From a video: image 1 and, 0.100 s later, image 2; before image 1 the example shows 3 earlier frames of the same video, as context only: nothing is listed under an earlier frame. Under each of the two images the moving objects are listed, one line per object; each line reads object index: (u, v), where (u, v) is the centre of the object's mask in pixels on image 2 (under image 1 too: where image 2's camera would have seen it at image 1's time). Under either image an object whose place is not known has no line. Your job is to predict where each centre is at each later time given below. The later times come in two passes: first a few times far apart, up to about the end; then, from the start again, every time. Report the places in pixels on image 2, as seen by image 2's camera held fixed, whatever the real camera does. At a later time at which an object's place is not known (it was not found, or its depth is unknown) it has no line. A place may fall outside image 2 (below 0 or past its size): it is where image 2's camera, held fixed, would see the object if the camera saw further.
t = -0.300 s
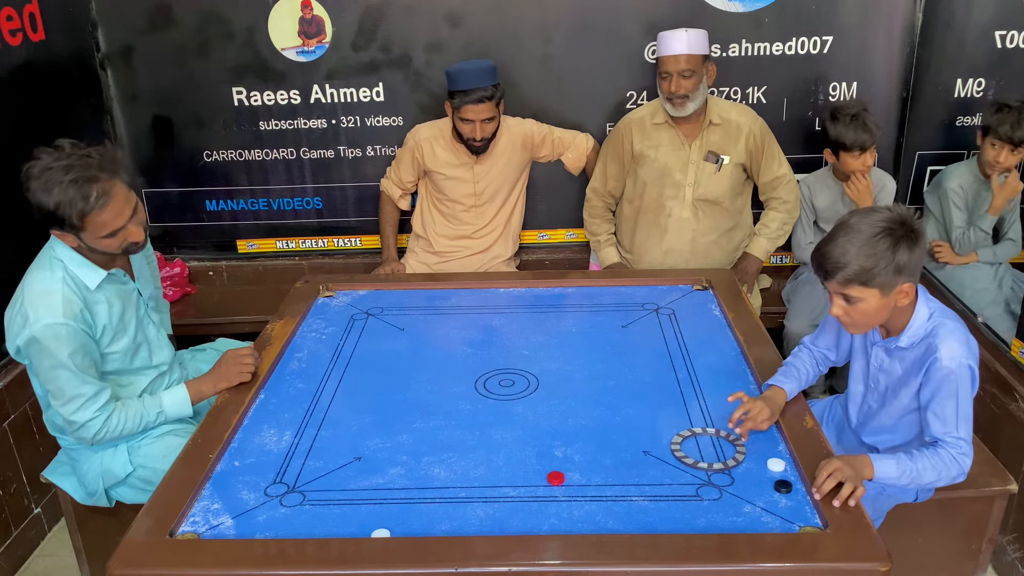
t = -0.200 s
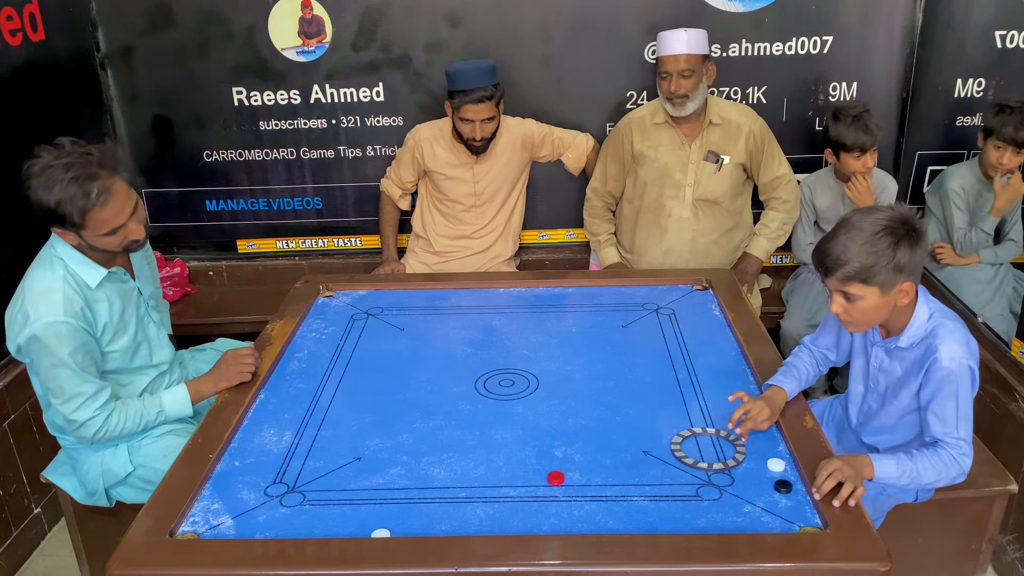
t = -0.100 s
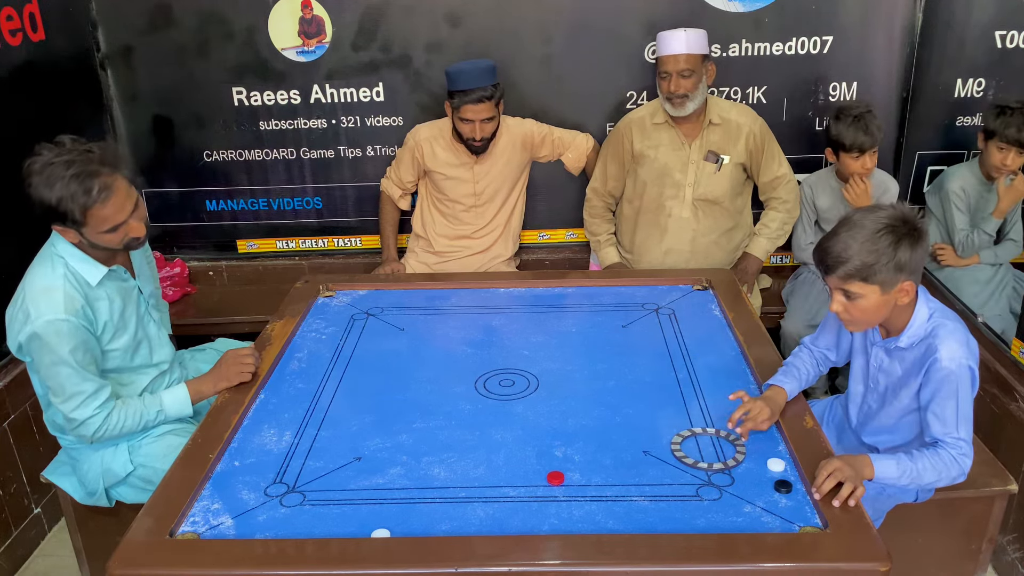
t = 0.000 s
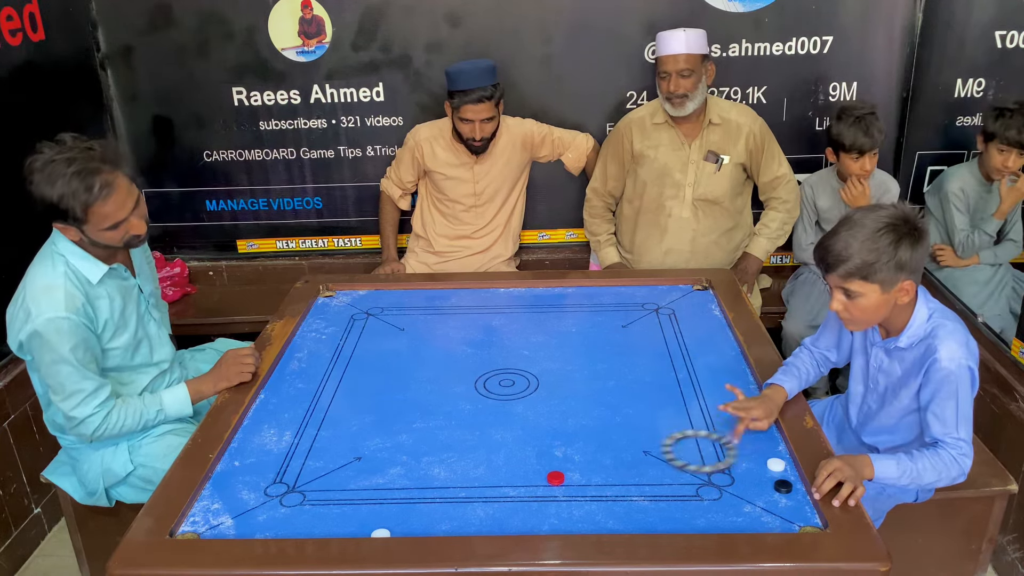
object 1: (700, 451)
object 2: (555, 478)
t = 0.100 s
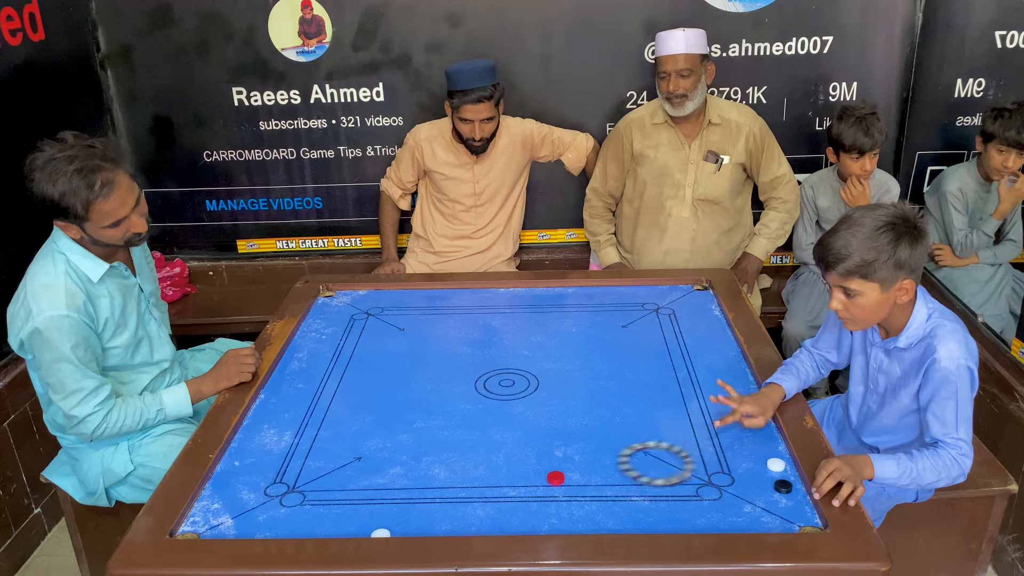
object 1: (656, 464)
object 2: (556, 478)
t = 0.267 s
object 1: (586, 484)
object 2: (535, 477)
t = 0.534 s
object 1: (495, 510)
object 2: (425, 482)
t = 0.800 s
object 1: (425, 507)
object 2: (328, 484)
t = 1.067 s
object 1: (377, 494)
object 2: (238, 484)
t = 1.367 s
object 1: (331, 479)
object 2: (255, 483)
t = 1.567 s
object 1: (310, 470)
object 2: (257, 487)
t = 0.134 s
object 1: (641, 468)
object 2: (556, 478)
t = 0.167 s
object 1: (627, 472)
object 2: (556, 478)
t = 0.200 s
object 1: (612, 476)
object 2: (556, 478)
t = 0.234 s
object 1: (599, 480)
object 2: (550, 477)
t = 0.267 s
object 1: (586, 484)
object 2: (535, 477)
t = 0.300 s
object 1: (573, 488)
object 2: (521, 478)
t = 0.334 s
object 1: (561, 491)
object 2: (506, 479)
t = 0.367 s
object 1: (550, 495)
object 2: (492, 479)
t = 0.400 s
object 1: (539, 498)
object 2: (478, 480)
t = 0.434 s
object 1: (527, 501)
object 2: (465, 480)
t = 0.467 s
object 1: (517, 504)
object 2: (451, 481)
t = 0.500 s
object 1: (505, 508)
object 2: (438, 482)
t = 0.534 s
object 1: (495, 510)
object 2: (425, 482)
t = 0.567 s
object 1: (484, 513)
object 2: (413, 483)
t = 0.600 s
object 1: (473, 500)
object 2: (400, 483)
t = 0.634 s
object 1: (467, 501)
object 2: (388, 483)
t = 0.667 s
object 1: (456, 514)
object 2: (376, 483)
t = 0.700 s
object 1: (448, 513)
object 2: (364, 483)
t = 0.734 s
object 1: (440, 511)
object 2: (352, 484)
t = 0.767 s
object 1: (432, 509)
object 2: (339, 484)
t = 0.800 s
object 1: (425, 507)
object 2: (328, 484)
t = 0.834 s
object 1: (419, 505)
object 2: (316, 484)
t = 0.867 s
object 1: (412, 504)
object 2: (304, 484)
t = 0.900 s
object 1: (406, 502)
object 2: (294, 484)
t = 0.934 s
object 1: (400, 500)
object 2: (282, 484)
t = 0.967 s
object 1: (394, 499)
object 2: (271, 484)
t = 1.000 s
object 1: (388, 497)
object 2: (260, 484)
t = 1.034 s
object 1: (383, 495)
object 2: (249, 484)
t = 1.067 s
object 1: (377, 494)
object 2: (238, 484)
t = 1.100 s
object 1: (371, 492)
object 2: (228, 483)
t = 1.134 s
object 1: (366, 490)
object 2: (217, 483)
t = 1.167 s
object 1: (361, 489)
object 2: (217, 483)
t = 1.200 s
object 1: (356, 487)
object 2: (224, 483)
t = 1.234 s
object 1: (350, 486)
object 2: (230, 483)
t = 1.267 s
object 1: (346, 484)
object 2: (236, 484)
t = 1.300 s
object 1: (341, 482)
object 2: (243, 484)
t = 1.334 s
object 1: (336, 481)
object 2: (249, 484)
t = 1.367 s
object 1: (331, 479)
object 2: (255, 483)
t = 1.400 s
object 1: (327, 478)
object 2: (260, 483)
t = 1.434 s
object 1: (322, 476)
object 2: (266, 484)
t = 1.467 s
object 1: (318, 475)
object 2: (270, 484)
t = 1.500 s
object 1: (315, 473)
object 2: (266, 485)
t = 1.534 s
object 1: (313, 472)
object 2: (261, 486)
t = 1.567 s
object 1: (310, 470)
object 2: (257, 487)
